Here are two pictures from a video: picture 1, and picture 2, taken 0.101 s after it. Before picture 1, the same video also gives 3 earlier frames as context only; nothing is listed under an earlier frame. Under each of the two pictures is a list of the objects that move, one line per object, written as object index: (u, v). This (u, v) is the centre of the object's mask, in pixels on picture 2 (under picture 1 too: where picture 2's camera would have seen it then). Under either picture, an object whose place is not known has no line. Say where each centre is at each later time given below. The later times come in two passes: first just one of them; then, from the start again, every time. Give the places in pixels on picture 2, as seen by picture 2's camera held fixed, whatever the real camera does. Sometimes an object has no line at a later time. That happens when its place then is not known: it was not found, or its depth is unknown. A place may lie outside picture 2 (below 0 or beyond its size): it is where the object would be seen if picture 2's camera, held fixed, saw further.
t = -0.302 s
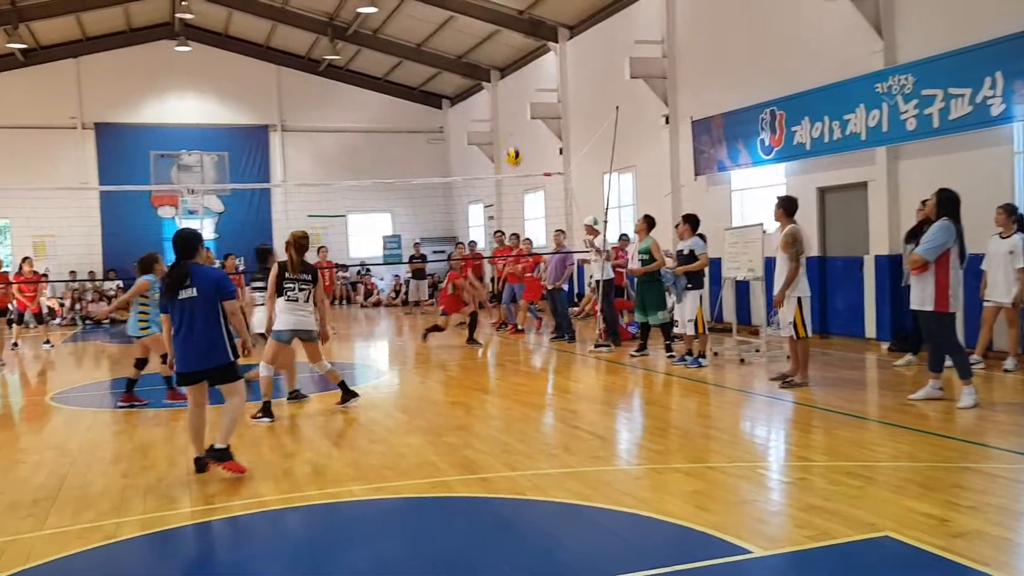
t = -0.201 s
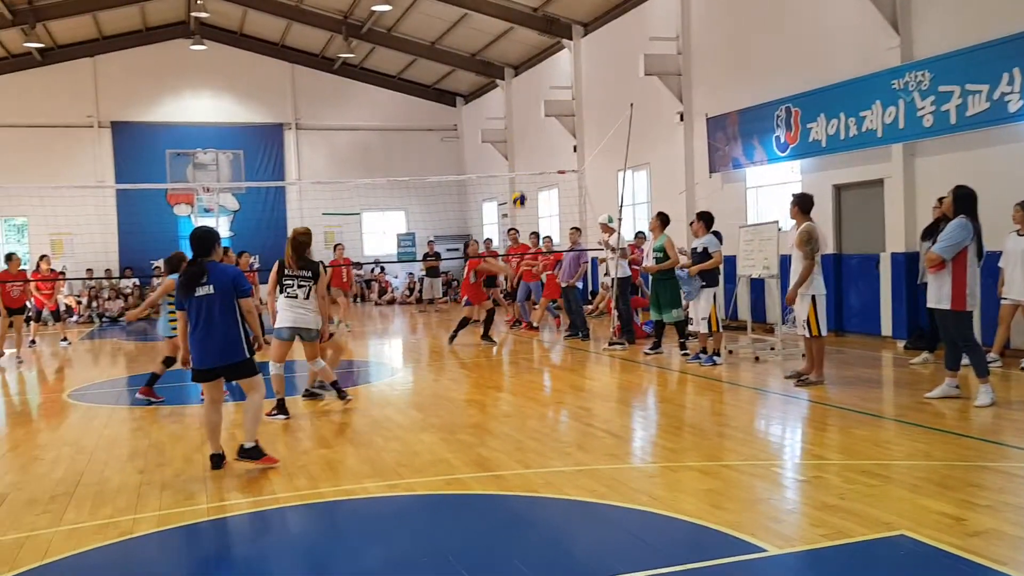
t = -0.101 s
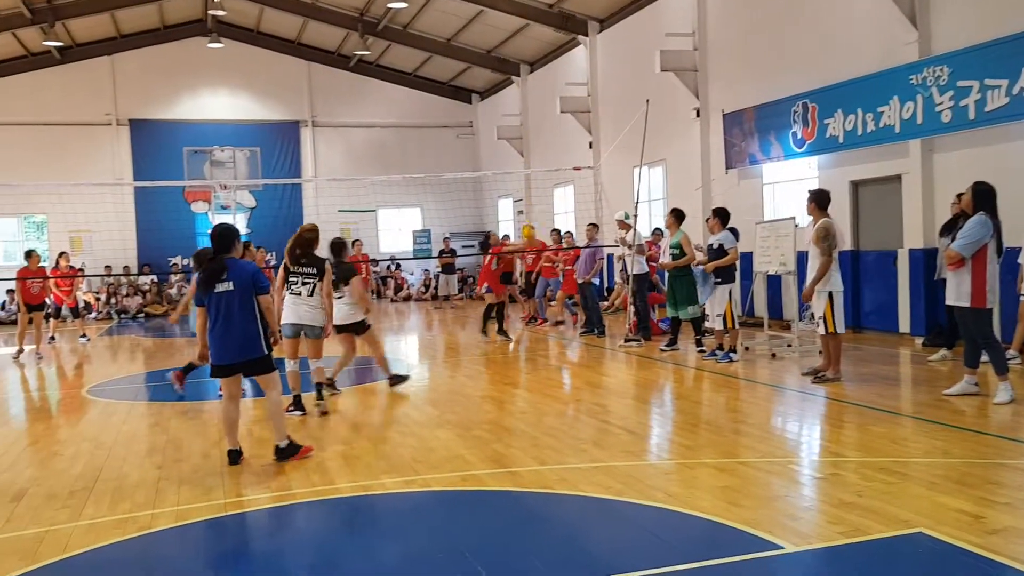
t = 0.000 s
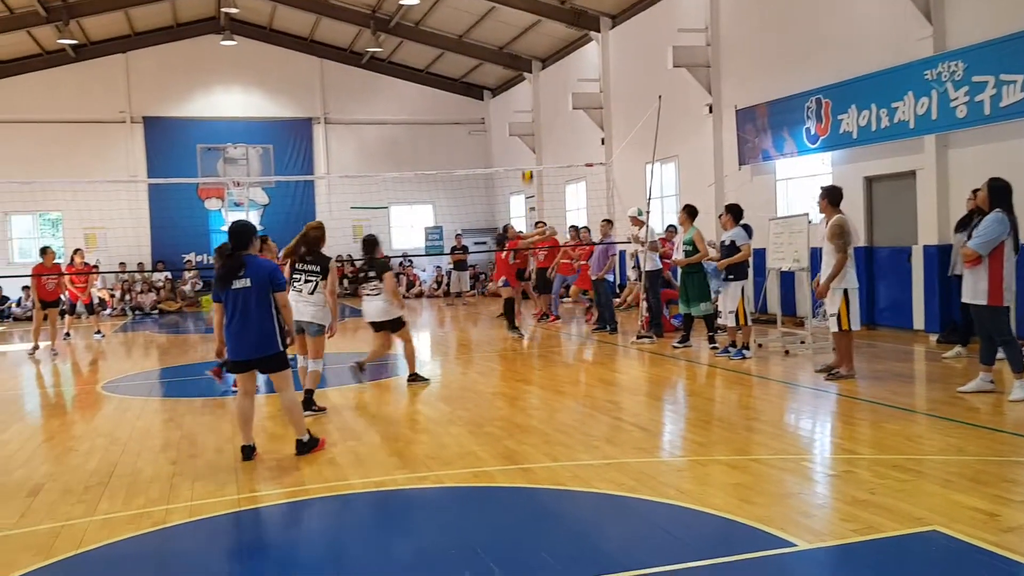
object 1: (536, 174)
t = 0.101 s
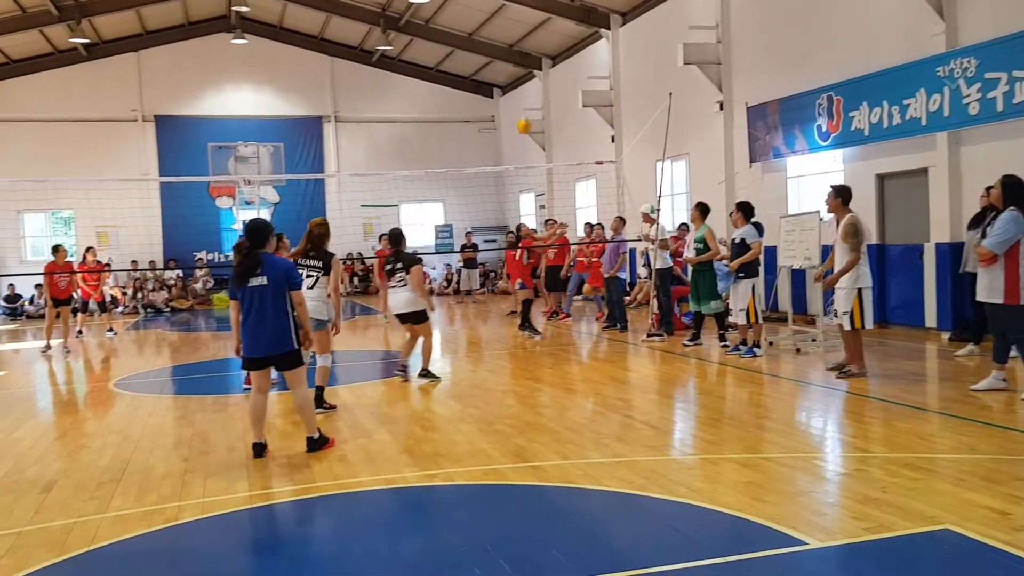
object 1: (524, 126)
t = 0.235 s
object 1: (508, 72)
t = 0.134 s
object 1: (520, 111)
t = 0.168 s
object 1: (517, 97)
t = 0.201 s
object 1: (512, 85)
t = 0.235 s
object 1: (508, 72)
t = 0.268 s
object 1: (504, 60)
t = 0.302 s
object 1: (501, 51)
